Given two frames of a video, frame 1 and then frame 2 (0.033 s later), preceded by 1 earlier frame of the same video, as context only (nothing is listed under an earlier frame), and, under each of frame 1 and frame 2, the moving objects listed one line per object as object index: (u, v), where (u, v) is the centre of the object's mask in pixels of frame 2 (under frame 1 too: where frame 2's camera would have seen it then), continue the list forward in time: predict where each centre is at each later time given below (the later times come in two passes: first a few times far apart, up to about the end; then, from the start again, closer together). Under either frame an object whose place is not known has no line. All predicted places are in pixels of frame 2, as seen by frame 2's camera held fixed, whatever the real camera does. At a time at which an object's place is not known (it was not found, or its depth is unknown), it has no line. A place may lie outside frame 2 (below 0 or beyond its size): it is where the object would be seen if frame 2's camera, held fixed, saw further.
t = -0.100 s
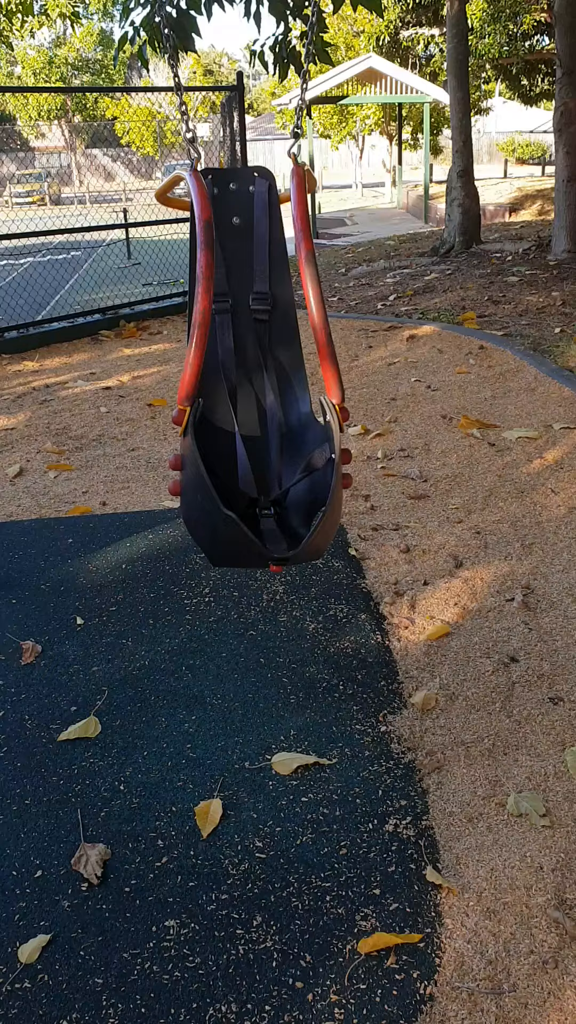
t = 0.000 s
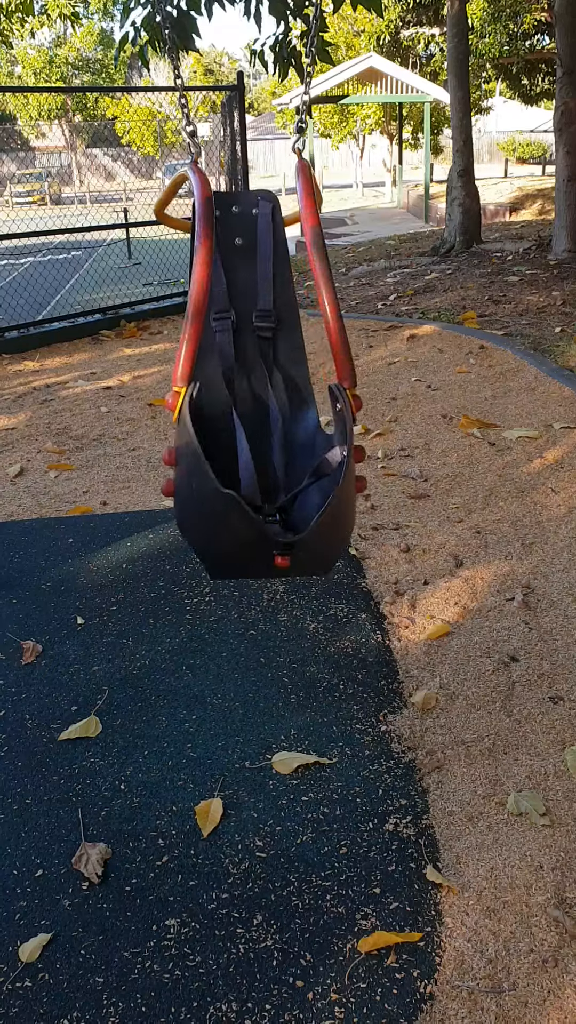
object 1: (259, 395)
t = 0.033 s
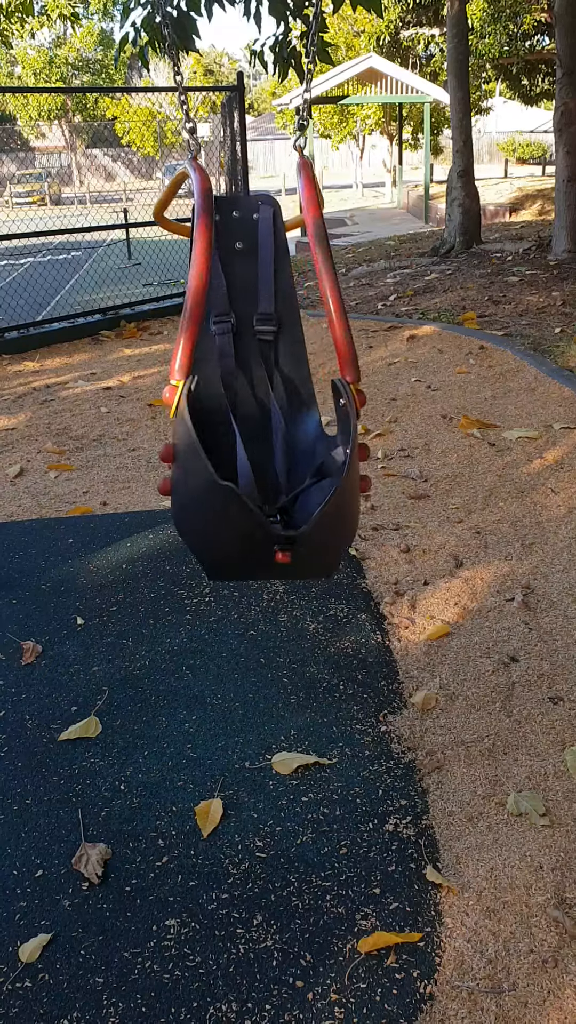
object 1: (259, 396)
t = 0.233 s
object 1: (260, 387)
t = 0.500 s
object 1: (260, 382)
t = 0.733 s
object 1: (261, 403)
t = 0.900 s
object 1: (256, 384)
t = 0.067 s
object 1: (261, 399)
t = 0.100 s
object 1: (260, 396)
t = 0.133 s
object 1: (261, 394)
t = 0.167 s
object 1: (260, 392)
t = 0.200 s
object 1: (260, 390)
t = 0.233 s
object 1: (260, 387)
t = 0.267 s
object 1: (259, 384)
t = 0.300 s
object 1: (259, 382)
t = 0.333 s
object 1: (259, 379)
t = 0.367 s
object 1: (259, 378)
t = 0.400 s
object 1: (259, 377)
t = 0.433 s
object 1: (259, 378)
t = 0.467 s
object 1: (260, 379)
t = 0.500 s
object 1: (260, 382)
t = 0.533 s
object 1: (260, 385)
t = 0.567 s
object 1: (260, 389)
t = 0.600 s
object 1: (260, 392)
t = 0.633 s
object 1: (260, 395)
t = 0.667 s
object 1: (260, 397)
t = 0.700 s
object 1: (261, 402)
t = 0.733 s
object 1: (261, 403)
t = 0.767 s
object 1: (259, 399)
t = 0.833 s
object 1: (257, 394)
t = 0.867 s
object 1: (256, 389)
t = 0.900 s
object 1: (256, 384)
